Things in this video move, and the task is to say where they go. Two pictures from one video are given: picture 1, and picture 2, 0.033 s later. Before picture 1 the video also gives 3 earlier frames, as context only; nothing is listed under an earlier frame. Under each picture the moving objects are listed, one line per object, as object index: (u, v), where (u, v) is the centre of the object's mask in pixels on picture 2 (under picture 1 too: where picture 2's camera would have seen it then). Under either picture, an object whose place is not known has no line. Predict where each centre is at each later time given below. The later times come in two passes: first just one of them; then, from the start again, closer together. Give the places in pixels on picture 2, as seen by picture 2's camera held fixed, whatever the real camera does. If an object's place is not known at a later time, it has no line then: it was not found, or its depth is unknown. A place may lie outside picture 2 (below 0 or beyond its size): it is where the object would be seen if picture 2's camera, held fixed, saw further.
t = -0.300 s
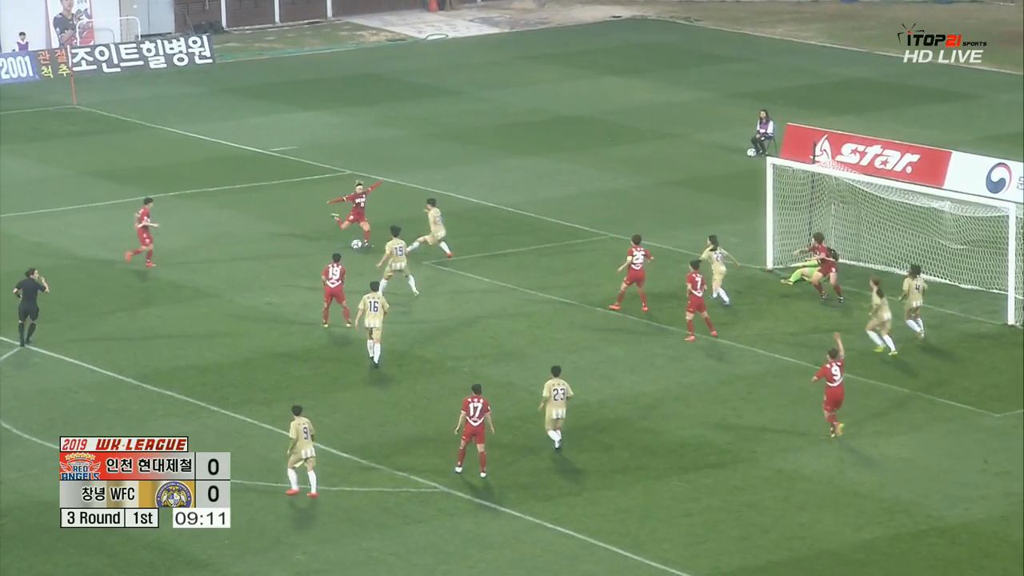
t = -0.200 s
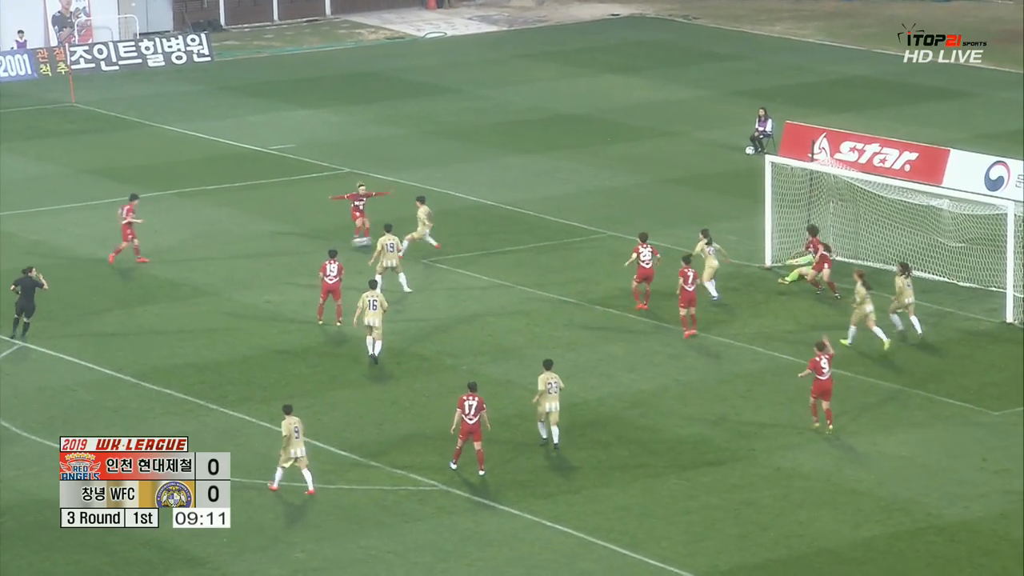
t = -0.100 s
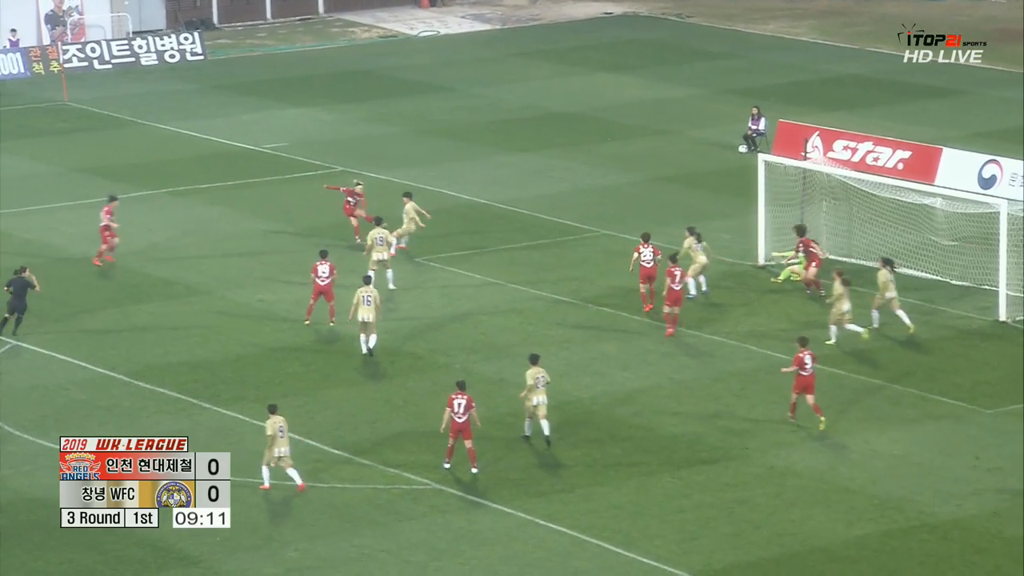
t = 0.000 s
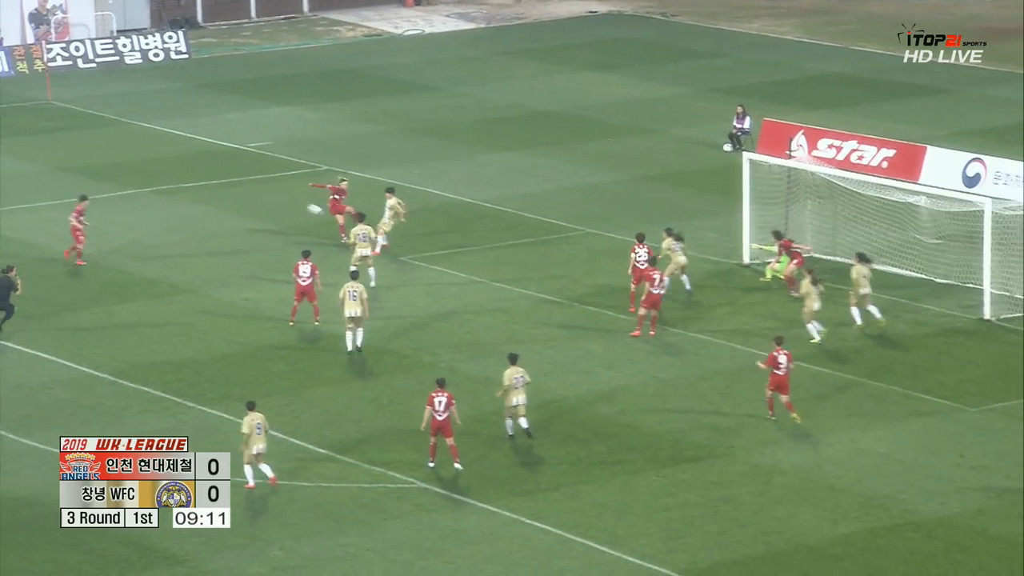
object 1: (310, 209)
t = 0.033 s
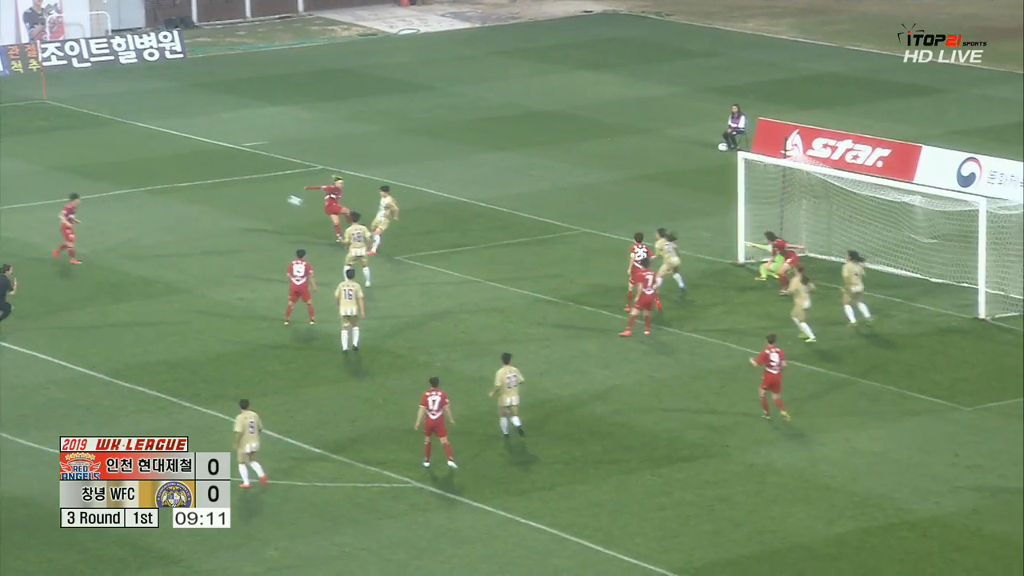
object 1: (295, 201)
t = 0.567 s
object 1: (86, 160)
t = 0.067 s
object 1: (280, 194)
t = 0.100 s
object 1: (264, 187)
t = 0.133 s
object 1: (249, 181)
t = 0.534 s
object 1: (94, 158)
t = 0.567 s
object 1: (86, 160)
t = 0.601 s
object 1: (78, 162)
